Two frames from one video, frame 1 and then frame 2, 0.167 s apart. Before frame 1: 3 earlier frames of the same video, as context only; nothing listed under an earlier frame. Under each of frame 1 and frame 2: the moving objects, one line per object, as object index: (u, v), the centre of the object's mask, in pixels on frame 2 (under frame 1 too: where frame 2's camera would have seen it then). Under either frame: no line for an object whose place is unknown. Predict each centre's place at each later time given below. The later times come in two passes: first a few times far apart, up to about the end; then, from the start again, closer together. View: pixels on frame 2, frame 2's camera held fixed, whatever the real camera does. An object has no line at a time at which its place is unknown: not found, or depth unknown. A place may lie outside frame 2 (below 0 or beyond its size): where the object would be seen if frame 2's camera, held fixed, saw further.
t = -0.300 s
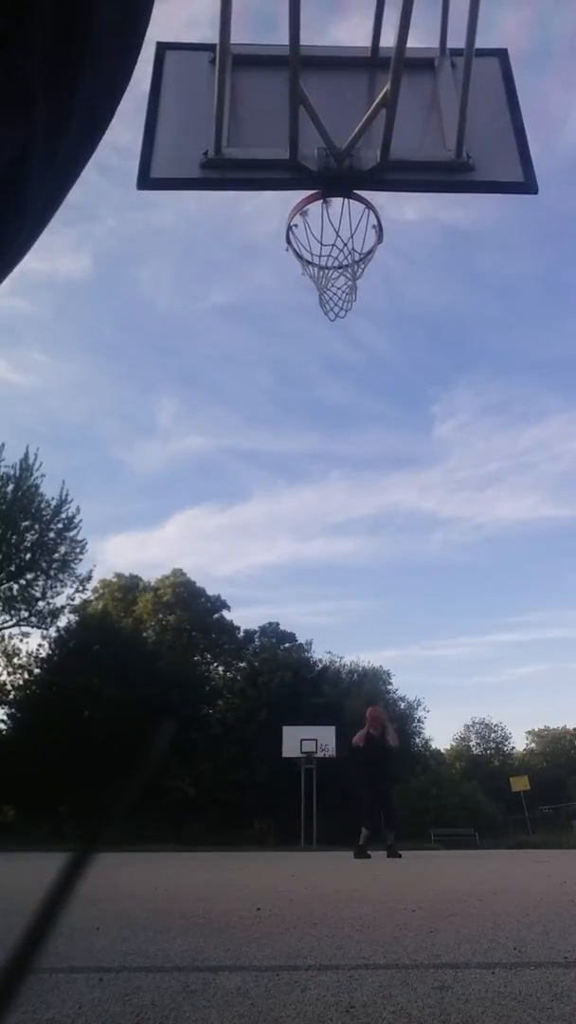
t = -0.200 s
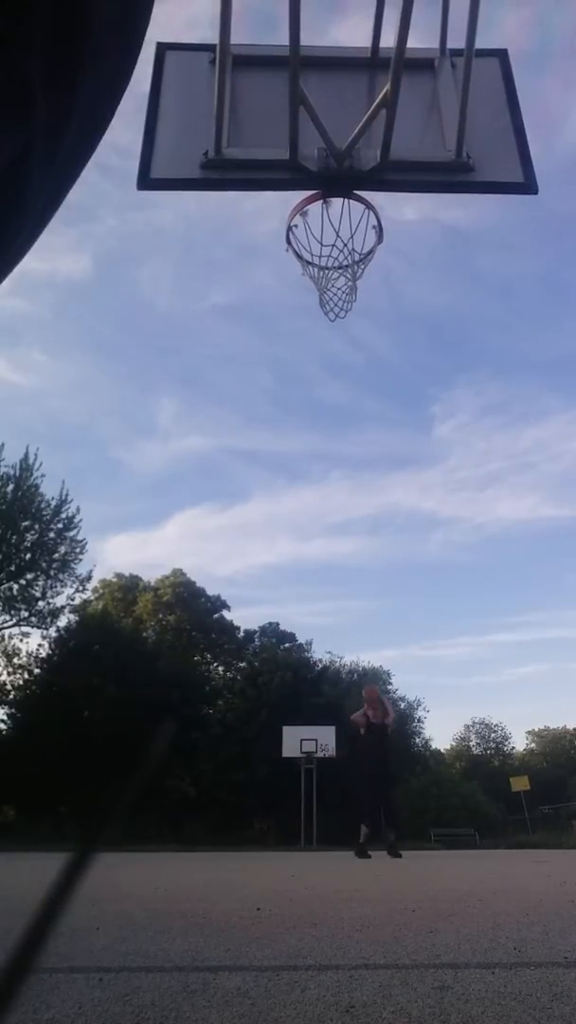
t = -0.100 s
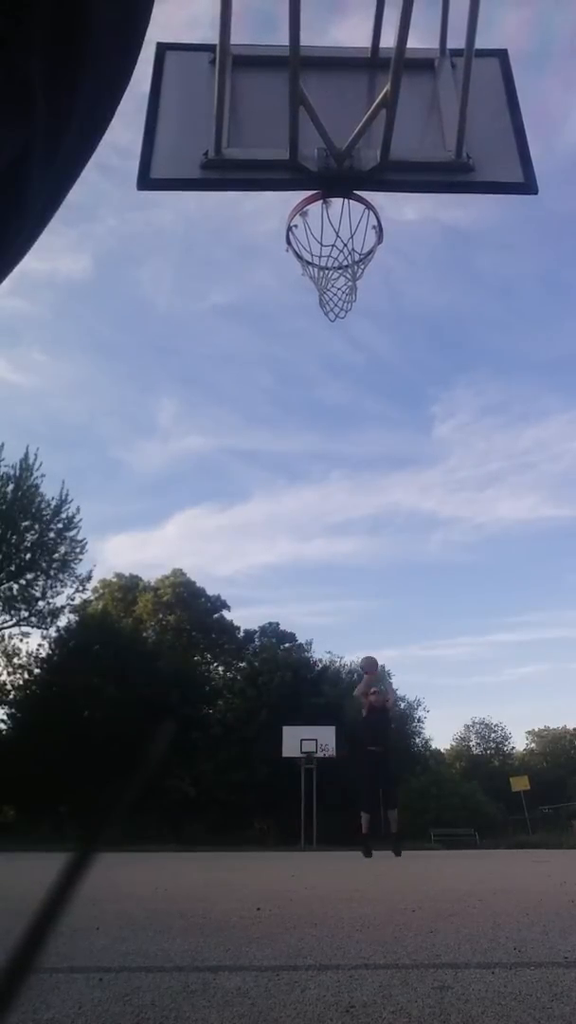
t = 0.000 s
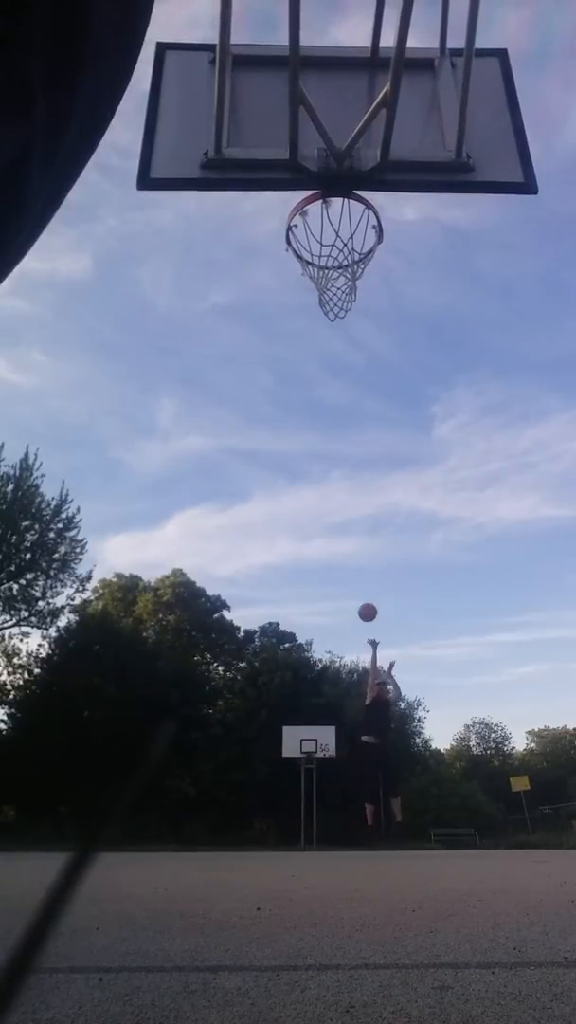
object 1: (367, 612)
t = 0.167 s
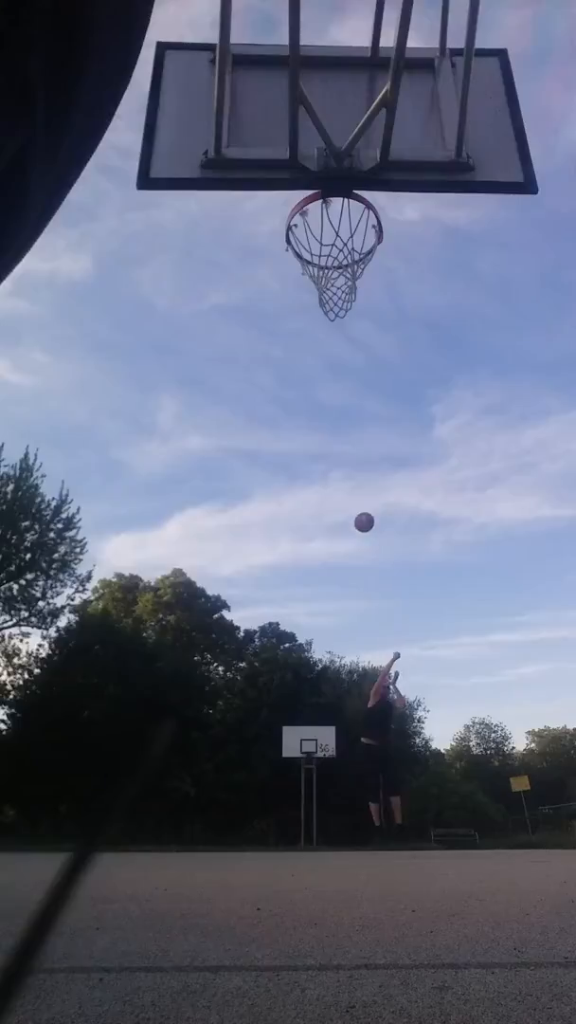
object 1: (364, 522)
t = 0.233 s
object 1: (363, 489)
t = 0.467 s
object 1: (359, 387)
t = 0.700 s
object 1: (358, 305)
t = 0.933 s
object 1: (353, 241)
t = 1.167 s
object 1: (349, 211)
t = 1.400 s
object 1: (329, 205)
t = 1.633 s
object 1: (352, 216)
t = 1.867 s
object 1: (375, 281)
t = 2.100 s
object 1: (397, 398)
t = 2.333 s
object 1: (423, 579)
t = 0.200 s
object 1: (364, 505)
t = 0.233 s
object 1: (363, 489)
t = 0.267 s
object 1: (362, 473)
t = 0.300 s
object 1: (362, 458)
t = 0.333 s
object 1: (361, 443)
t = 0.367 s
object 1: (361, 429)
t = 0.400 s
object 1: (360, 415)
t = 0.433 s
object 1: (359, 401)
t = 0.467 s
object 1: (359, 387)
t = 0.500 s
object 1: (358, 374)
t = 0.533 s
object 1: (358, 362)
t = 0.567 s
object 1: (357, 349)
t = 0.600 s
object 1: (357, 338)
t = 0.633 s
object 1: (356, 326)
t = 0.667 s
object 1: (356, 315)
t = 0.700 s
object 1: (358, 305)
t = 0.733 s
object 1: (355, 294)
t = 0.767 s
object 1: (355, 284)
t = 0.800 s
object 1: (355, 275)
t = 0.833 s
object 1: (354, 265)
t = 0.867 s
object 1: (353, 256)
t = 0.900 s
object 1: (353, 248)
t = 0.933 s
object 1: (353, 241)
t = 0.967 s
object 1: (353, 234)
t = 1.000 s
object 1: (353, 227)
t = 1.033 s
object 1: (352, 221)
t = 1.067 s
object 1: (352, 216)
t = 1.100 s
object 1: (352, 212)
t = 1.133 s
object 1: (352, 210)
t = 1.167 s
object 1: (349, 211)
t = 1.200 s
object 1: (319, 223)
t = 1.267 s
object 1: (311, 215)
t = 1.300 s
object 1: (316, 210)
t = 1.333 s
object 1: (320, 208)
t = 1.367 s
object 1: (324, 206)
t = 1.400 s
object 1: (329, 205)
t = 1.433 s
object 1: (334, 206)
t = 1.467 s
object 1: (338, 206)
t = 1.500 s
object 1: (341, 207)
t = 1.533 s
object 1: (344, 208)
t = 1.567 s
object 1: (346, 210)
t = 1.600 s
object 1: (350, 211)
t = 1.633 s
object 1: (352, 216)
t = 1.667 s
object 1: (356, 221)
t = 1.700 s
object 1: (359, 228)
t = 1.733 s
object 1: (362, 236)
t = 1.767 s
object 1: (363, 243)
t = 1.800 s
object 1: (369, 256)
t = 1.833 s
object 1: (376, 271)
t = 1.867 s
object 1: (375, 281)
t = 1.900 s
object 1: (378, 295)
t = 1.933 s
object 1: (381, 309)
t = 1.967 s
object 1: (384, 325)
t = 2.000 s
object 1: (387, 342)
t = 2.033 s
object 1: (390, 360)
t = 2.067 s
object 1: (394, 378)
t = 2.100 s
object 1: (397, 398)
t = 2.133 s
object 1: (400, 420)
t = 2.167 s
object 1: (403, 442)
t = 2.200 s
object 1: (407, 466)
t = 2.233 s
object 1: (411, 492)
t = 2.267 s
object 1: (415, 519)
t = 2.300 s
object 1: (419, 548)
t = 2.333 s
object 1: (423, 579)
